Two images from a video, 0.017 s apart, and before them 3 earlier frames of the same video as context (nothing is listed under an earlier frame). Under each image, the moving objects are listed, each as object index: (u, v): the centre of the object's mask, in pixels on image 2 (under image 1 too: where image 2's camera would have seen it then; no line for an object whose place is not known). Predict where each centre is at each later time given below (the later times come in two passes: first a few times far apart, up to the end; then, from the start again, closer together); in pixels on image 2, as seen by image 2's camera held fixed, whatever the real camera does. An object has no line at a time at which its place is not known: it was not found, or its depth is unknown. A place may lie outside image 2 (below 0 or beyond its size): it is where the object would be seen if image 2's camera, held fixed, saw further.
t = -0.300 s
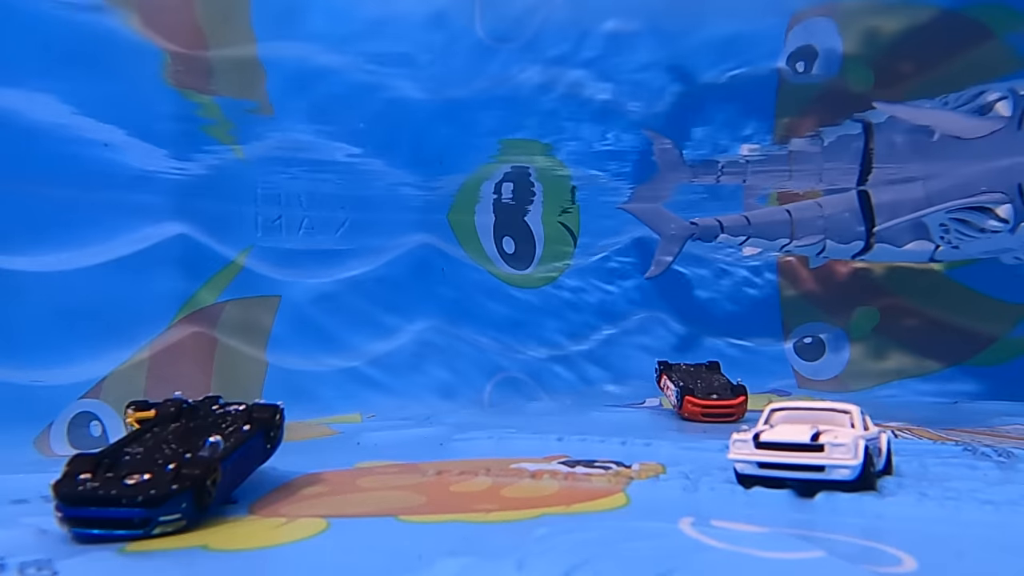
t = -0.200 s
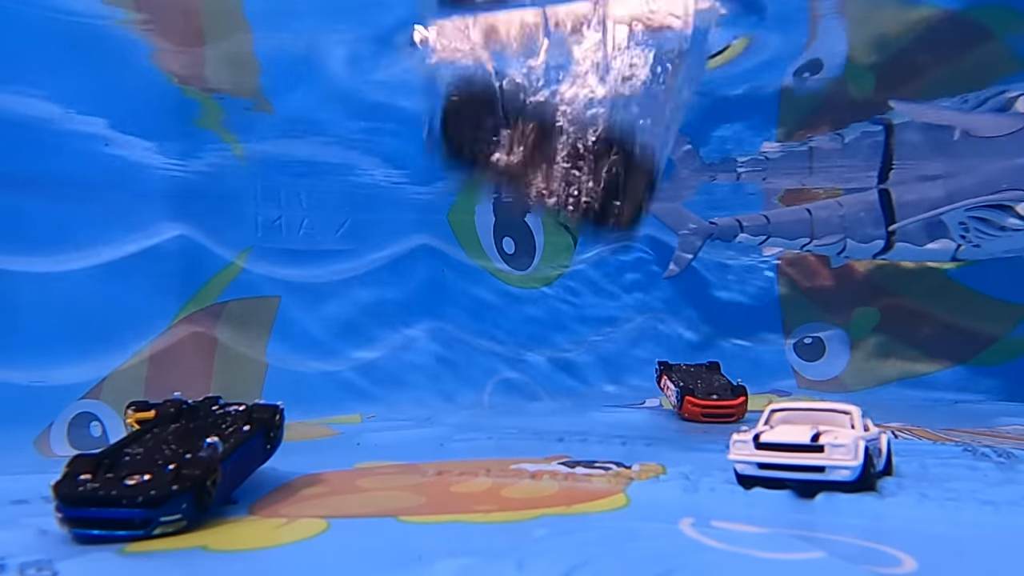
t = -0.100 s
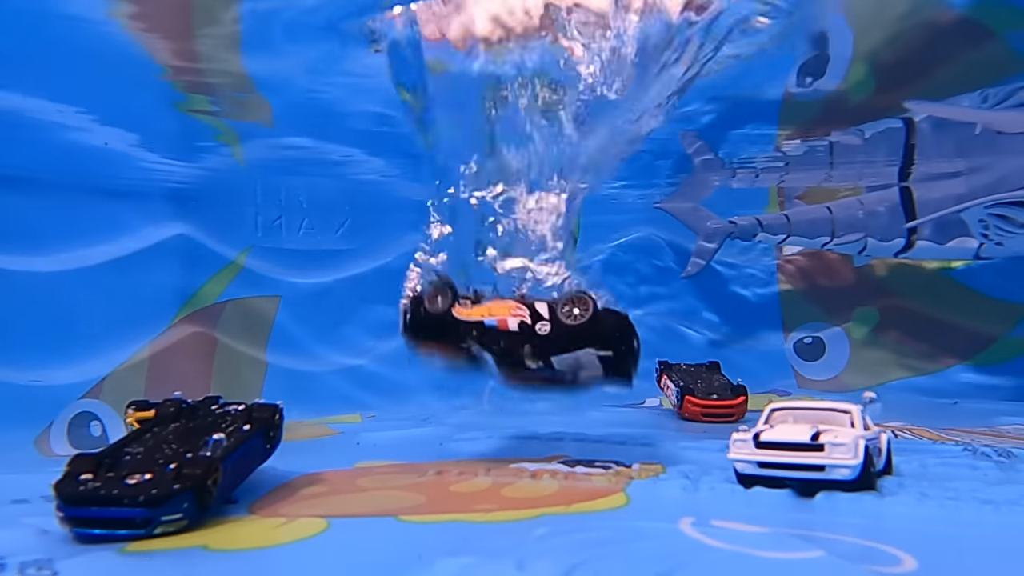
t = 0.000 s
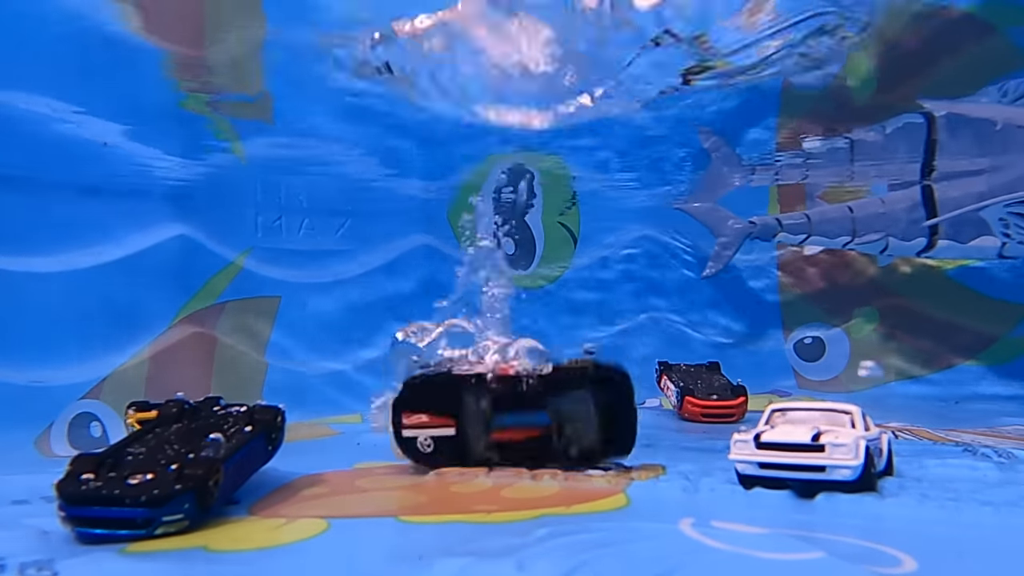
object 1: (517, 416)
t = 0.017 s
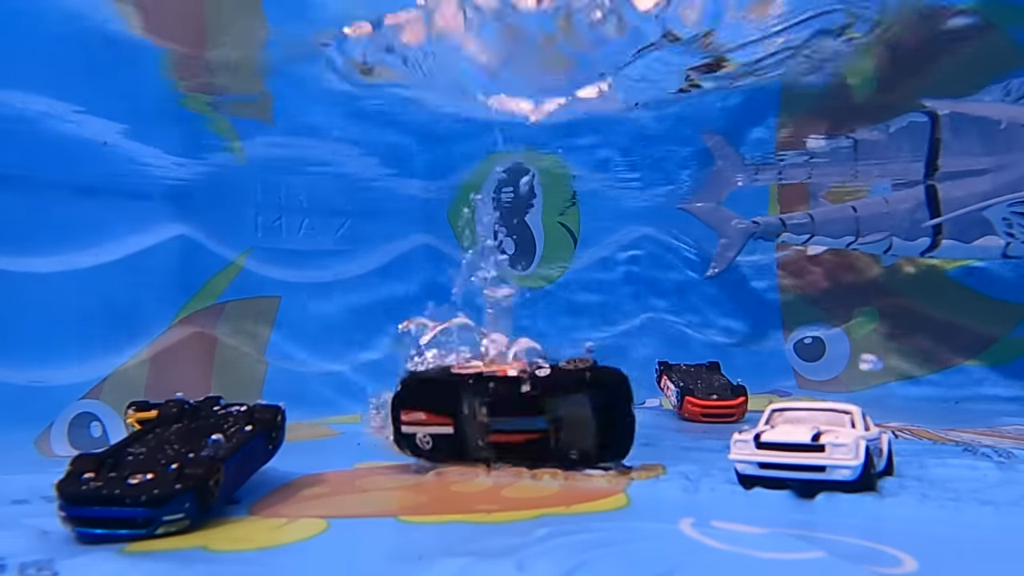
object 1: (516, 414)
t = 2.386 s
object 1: (345, 447)
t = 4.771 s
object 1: (355, 444)
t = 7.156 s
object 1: (355, 444)
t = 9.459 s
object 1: (356, 443)
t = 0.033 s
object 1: (515, 413)
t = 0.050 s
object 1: (514, 413)
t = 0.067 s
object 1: (511, 412)
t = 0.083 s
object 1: (510, 413)
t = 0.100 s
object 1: (508, 413)
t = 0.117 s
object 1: (506, 415)
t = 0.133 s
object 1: (504, 416)
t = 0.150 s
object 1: (503, 418)
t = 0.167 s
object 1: (501, 419)
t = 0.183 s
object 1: (499, 420)
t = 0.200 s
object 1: (497, 421)
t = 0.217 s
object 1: (495, 423)
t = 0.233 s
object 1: (493, 425)
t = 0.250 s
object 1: (491, 426)
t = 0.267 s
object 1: (488, 425)
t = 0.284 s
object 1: (488, 426)
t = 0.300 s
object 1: (486, 425)
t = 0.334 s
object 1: (483, 424)
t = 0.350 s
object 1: (481, 424)
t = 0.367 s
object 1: (479, 423)
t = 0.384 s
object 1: (479, 424)
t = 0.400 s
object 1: (477, 424)
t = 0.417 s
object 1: (475, 424)
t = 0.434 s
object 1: (472, 424)
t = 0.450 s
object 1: (470, 424)
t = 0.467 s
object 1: (468, 424)
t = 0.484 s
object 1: (466, 424)
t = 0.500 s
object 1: (464, 423)
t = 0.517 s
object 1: (462, 422)
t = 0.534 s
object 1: (460, 421)
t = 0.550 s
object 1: (458, 422)
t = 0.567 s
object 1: (456, 421)
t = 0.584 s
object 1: (454, 421)
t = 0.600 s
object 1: (452, 421)
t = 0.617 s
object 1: (451, 421)
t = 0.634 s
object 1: (449, 421)
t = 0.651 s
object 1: (447, 421)
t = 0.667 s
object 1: (445, 422)
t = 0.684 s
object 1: (443, 422)
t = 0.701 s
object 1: (441, 422)
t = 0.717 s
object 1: (438, 423)
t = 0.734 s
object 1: (436, 422)
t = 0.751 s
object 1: (433, 423)
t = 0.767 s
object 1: (431, 423)
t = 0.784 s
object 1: (429, 424)
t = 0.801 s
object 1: (427, 424)
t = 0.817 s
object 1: (426, 424)
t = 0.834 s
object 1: (424, 424)
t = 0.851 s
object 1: (422, 424)
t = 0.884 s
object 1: (420, 425)
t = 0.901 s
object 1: (419, 425)
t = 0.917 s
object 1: (417, 426)
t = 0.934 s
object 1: (415, 426)
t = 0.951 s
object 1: (414, 426)
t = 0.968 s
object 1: (412, 427)
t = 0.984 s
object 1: (410, 429)
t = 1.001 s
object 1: (408, 429)
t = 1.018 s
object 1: (406, 430)
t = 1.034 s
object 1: (404, 432)
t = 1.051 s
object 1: (401, 433)
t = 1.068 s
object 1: (399, 433)
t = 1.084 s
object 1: (396, 434)
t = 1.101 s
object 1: (393, 435)
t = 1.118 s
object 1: (391, 435)
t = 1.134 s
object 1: (387, 435)
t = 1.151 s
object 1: (385, 437)
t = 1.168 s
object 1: (381, 437)
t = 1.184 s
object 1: (378, 438)
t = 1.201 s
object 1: (376, 438)
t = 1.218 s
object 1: (367, 438)
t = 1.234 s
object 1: (365, 439)
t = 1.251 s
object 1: (363, 439)
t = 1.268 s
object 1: (360, 439)
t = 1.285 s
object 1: (360, 439)
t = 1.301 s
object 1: (358, 439)
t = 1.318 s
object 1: (357, 439)
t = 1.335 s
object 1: (356, 440)
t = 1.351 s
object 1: (355, 440)
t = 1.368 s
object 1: (355, 440)
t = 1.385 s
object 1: (354, 440)
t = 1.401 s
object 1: (353, 440)
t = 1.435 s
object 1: (351, 440)
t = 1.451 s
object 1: (350, 440)
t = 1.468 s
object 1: (349, 441)
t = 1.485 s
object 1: (348, 441)
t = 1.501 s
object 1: (348, 440)
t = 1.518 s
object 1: (347, 441)
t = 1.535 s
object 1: (347, 440)
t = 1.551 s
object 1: (346, 441)
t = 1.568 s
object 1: (345, 441)
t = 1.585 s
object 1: (345, 441)
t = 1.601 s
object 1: (344, 442)
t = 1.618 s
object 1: (344, 442)
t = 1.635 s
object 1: (344, 442)
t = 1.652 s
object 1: (343, 442)
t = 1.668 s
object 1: (343, 442)
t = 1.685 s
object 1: (342, 442)
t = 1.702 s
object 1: (342, 442)
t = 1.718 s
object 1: (342, 443)
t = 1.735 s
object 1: (342, 443)
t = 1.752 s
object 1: (341, 443)
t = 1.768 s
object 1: (342, 443)
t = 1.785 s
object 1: (342, 444)
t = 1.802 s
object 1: (341, 444)
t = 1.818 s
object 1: (342, 444)
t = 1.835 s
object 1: (342, 443)
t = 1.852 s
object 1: (341, 444)
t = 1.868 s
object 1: (341, 444)
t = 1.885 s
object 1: (342, 444)
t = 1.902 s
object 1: (342, 444)
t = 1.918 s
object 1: (342, 444)
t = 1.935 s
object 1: (342, 445)
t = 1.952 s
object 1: (342, 445)
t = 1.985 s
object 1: (342, 445)
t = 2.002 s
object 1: (342, 445)
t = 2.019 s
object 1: (342, 445)
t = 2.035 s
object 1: (342, 445)
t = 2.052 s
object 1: (342, 445)
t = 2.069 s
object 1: (342, 446)
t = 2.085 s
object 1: (343, 445)
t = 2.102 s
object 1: (343, 445)
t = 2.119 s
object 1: (343, 445)
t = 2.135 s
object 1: (343, 445)
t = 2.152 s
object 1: (343, 446)
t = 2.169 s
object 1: (343, 445)
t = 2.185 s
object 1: (343, 446)
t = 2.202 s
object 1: (344, 446)
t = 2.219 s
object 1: (344, 445)
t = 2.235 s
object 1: (344, 445)
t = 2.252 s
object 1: (344, 445)
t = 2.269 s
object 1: (344, 445)
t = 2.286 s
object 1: (344, 445)
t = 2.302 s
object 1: (344, 445)
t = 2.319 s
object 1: (344, 445)
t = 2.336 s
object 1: (344, 446)
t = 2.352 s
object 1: (345, 447)
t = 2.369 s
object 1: (345, 447)
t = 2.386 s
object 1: (345, 447)
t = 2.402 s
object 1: (345, 446)
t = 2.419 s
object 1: (345, 448)
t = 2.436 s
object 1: (346, 447)
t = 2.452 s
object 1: (346, 449)
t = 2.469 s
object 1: (346, 448)
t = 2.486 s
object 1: (346, 447)
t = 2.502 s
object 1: (346, 447)
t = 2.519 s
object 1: (346, 448)
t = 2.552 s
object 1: (347, 449)
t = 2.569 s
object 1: (347, 446)
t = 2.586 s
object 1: (348, 446)
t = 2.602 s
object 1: (348, 447)
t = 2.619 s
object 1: (348, 448)
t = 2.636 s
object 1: (349, 449)
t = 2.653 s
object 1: (349, 449)
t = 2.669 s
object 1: (349, 449)
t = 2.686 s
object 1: (350, 448)
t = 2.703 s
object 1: (350, 448)
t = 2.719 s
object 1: (351, 448)
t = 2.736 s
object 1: (351, 448)
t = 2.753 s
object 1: (351, 448)
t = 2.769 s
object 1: (352, 448)
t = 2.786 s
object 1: (352, 448)
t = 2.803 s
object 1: (352, 448)
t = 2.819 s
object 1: (353, 447)
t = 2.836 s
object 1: (353, 447)
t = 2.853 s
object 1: (353, 447)
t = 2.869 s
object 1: (353, 446)
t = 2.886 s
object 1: (353, 446)
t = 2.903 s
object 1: (354, 446)
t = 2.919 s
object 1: (354, 446)
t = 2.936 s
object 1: (354, 446)
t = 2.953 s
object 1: (354, 445)
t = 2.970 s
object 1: (354, 446)
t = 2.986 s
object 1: (354, 445)
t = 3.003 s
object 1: (354, 446)
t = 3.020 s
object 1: (354, 445)
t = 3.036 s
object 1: (354, 446)
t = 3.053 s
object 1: (354, 446)
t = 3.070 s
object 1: (354, 446)
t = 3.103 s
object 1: (354, 445)
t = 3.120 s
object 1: (354, 445)
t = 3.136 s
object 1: (354, 444)
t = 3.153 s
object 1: (354, 444)
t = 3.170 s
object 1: (354, 445)
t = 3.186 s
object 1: (354, 445)
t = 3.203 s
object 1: (354, 445)
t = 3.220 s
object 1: (354, 445)
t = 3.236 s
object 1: (354, 445)
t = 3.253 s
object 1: (354, 445)
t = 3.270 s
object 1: (354, 444)
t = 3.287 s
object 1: (354, 445)
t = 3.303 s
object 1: (354, 445)
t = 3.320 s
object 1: (354, 445)
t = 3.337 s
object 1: (354, 445)
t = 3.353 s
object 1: (354, 445)
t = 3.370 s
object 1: (354, 446)
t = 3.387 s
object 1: (354, 445)
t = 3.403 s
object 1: (355, 446)
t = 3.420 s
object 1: (355, 444)
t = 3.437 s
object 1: (354, 445)
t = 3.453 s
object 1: (354, 445)
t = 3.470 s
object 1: (354, 445)
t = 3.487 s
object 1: (354, 445)
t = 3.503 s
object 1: (355, 445)
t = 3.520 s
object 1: (355, 445)
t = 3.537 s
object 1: (355, 445)
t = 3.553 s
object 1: (355, 444)
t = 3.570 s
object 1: (355, 444)
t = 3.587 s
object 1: (355, 444)
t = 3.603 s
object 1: (355, 443)
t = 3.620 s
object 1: (355, 444)
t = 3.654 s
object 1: (355, 443)
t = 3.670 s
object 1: (355, 443)
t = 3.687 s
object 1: (355, 443)
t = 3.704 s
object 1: (355, 443)
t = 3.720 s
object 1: (355, 443)
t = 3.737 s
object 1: (355, 443)
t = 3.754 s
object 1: (355, 443)
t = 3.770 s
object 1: (355, 443)
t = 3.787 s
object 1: (355, 443)
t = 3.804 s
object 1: (355, 443)
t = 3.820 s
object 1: (355, 444)
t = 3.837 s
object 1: (355, 443)
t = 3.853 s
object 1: (355, 444)
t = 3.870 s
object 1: (355, 444)
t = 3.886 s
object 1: (355, 444)
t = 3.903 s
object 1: (355, 444)
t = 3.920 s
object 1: (355, 444)
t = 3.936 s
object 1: (355, 444)
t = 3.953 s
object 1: (355, 444)
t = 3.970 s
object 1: (355, 444)
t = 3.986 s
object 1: (355, 444)
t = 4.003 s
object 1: (355, 444)
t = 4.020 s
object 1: (355, 444)
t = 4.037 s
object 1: (355, 444)
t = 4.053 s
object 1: (355, 444)
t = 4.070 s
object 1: (355, 444)
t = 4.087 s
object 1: (355, 444)
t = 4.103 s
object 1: (355, 444)
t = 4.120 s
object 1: (355, 444)
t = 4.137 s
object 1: (355, 444)
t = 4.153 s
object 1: (355, 444)
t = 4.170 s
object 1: (355, 444)
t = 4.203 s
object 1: (355, 444)
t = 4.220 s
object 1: (355, 444)
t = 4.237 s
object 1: (355, 444)
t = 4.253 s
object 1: (355, 444)
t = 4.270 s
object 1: (355, 444)
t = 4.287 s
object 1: (355, 444)
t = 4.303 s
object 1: (355, 444)
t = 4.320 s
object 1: (355, 444)
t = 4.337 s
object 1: (355, 444)
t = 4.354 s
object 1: (355, 444)
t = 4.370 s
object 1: (355, 444)
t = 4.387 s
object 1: (355, 444)
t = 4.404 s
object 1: (355, 444)
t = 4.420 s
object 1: (355, 444)
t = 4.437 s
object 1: (355, 444)
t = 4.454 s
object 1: (355, 444)
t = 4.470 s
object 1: (355, 444)
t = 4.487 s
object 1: (355, 443)
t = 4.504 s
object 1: (355, 443)
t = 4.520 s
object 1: (355, 444)
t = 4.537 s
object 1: (355, 444)
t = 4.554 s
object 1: (355, 444)
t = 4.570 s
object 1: (355, 444)
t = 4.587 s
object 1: (355, 444)
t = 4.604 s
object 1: (355, 444)
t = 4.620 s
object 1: (355, 443)
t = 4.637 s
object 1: (355, 444)
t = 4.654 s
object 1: (355, 444)
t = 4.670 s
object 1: (355, 444)
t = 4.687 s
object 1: (355, 443)
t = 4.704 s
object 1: (355, 443)
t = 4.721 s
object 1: (355, 443)
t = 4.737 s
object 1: (355, 444)
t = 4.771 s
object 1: (355, 444)
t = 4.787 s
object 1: (355, 444)
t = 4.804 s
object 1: (355, 444)
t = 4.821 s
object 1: (355, 444)
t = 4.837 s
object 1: (355, 444)
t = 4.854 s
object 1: (355, 444)
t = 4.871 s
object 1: (355, 444)
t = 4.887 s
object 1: (355, 444)
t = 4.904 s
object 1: (355, 444)
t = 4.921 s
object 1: (355, 444)
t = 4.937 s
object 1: (355, 444)
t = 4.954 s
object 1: (355, 444)
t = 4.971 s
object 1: (355, 444)
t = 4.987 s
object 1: (355, 444)
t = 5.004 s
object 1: (355, 444)
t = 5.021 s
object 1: (355, 444)
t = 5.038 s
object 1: (355, 443)
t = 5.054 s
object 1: (355, 444)
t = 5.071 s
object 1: (355, 444)
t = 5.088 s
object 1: (355, 443)
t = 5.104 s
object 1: (355, 443)
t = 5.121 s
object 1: (355, 444)
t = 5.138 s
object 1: (355, 444)
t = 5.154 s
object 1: (355, 444)
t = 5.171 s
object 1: (355, 444)
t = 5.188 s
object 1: (355, 444)
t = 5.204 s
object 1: (355, 444)
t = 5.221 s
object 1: (355, 444)
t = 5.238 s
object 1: (356, 443)
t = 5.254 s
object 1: (355, 444)
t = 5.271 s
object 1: (355, 444)
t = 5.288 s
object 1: (355, 444)
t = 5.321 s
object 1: (355, 444)
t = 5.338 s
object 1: (355, 444)
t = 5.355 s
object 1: (355, 444)
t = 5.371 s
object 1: (355, 444)
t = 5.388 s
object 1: (355, 444)
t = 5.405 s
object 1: (355, 444)
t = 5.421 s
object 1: (355, 444)
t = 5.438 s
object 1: (355, 444)
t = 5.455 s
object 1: (355, 444)
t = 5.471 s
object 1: (355, 444)
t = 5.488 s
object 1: (355, 444)
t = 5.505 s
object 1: (355, 444)
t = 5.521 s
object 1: (355, 444)
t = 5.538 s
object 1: (355, 444)
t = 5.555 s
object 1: (355, 444)
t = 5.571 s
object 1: (355, 444)
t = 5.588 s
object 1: (355, 444)
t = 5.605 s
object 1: (355, 444)
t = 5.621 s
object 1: (355, 444)
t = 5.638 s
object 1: (355, 444)
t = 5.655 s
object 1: (355, 444)
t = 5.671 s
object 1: (356, 444)
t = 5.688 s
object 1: (355, 444)
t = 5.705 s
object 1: (355, 444)
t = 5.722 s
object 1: (355, 444)
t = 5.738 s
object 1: (355, 444)
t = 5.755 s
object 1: (355, 444)
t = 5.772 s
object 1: (355, 444)
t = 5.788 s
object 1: (355, 444)
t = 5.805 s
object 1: (355, 444)
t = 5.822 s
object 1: (355, 444)
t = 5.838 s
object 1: (355, 444)
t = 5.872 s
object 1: (355, 444)
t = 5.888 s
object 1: (355, 444)
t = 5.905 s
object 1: (355, 444)
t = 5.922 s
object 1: (355, 444)
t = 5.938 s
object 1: (355, 444)
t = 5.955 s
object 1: (355, 444)
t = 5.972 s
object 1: (355, 444)
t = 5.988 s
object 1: (355, 444)
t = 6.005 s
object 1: (356, 444)
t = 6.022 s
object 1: (355, 444)
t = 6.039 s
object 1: (355, 444)
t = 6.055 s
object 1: (355, 444)
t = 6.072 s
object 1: (355, 444)
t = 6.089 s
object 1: (355, 444)
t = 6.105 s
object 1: (355, 444)
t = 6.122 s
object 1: (355, 444)
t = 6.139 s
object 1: (355, 444)
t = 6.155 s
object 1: (355, 444)
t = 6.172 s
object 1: (355, 444)
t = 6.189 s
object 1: (355, 444)
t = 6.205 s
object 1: (355, 444)
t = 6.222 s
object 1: (355, 444)
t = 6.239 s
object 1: (355, 444)
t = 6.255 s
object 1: (355, 444)
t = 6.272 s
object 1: (355, 444)
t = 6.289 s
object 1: (355, 444)
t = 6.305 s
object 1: (355, 444)
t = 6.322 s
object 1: (355, 444)
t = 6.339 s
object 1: (355, 444)
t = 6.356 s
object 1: (355, 444)
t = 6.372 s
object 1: (355, 444)
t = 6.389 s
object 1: (355, 444)
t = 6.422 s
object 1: (355, 444)
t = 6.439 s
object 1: (355, 444)
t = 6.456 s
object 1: (355, 444)
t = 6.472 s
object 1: (355, 444)
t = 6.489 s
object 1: (355, 444)
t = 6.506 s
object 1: (356, 443)
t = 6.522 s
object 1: (355, 444)
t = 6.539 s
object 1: (355, 444)
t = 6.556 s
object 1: (355, 444)
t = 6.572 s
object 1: (355, 444)
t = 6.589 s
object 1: (355, 444)
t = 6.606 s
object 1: (355, 444)
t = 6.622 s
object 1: (355, 444)
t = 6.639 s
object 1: (355, 444)
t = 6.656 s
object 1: (355, 444)
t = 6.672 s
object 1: (355, 444)
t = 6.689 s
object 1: (355, 443)
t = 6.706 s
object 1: (355, 443)
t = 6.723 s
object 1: (355, 444)
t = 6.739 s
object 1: (355, 443)
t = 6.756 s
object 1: (355, 444)
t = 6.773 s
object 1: (355, 444)
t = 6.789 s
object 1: (355, 444)
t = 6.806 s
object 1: (355, 444)
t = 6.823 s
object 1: (355, 444)
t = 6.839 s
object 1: (355, 444)
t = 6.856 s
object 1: (355, 444)
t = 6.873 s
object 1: (355, 444)
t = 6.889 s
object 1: (355, 444)
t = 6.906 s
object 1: (356, 443)
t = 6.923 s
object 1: (355, 444)
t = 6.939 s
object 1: (356, 443)
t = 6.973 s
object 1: (356, 444)
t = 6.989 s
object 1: (356, 444)
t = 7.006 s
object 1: (356, 444)
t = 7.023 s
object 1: (356, 444)
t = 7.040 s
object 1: (355, 444)
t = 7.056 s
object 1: (355, 444)
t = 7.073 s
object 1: (355, 444)
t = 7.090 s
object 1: (356, 444)
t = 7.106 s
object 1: (356, 444)
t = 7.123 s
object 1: (355, 444)
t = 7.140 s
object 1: (355, 444)
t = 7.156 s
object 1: (355, 444)
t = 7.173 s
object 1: (355, 444)
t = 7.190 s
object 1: (355, 444)
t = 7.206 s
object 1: (355, 444)
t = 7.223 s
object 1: (355, 444)
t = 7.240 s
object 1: (355, 444)
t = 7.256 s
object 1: (355, 444)
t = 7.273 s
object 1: (355, 444)
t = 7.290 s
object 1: (355, 444)
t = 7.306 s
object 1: (355, 444)
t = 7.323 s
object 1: (355, 444)
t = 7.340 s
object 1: (355, 444)
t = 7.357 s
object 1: (355, 444)
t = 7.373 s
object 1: (355, 444)
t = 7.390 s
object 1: (355, 444)
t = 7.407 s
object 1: (355, 444)
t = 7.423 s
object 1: (355, 444)
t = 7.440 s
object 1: (355, 444)
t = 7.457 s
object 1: (356, 443)
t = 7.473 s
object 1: (355, 444)
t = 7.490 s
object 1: (355, 444)
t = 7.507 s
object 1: (355, 444)
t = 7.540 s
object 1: (355, 444)
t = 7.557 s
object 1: (355, 444)
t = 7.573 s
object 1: (355, 444)
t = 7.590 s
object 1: (355, 444)
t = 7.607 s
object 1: (355, 444)
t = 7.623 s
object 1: (355, 444)
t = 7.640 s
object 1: (355, 444)
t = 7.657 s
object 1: (355, 444)
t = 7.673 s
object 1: (355, 444)
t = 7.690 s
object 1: (355, 444)
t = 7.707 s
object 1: (355, 444)
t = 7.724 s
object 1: (355, 444)
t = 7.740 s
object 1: (355, 444)
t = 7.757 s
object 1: (355, 444)
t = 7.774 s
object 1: (355, 444)
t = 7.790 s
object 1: (355, 444)
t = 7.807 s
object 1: (355, 444)
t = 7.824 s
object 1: (355, 444)
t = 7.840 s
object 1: (355, 444)
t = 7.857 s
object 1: (355, 444)
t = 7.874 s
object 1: (355, 444)
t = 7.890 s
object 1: (355, 444)
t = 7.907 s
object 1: (355, 444)
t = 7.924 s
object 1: (355, 444)
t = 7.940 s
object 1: (355, 444)
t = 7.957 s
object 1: (355, 444)
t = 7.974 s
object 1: (355, 444)
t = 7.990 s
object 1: (355, 444)
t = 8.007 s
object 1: (355, 444)
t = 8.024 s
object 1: (355, 444)
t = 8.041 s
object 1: (355, 444)
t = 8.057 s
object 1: (355, 444)
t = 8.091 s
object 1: (355, 444)
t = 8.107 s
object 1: (355, 444)
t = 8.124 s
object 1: (355, 444)
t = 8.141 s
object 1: (355, 444)
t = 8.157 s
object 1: (355, 444)
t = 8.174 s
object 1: (355, 444)
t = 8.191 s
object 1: (355, 444)
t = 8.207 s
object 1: (355, 444)
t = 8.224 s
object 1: (355, 444)
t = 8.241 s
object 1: (355, 444)
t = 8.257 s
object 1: (355, 444)
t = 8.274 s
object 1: (355, 444)
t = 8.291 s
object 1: (355, 444)
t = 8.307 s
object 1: (356, 443)
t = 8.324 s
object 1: (355, 444)
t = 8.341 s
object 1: (355, 444)
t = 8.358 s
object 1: (355, 444)
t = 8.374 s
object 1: (355, 444)
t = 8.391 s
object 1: (355, 444)
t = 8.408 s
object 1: (355, 444)
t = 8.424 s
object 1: (355, 444)
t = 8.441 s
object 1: (355, 444)
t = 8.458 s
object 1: (355, 444)
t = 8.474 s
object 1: (356, 443)
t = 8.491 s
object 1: (355, 444)
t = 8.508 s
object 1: (355, 444)
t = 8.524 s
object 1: (355, 444)
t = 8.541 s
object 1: (355, 444)
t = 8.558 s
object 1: (355, 444)
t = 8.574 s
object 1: (355, 444)
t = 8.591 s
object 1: (355, 444)
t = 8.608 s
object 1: (355, 444)
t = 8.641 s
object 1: (355, 444)
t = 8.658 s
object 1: (355, 444)
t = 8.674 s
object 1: (355, 444)
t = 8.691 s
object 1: (355, 444)
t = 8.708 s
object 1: (355, 444)
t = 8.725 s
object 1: (355, 444)
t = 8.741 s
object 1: (355, 444)
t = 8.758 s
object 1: (355, 444)
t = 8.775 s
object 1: (355, 444)
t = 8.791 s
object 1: (355, 444)
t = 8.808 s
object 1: (355, 444)
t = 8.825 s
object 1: (355, 444)
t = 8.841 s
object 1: (355, 444)
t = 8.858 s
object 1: (355, 444)
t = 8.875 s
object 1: (355, 444)
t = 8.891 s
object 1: (355, 444)
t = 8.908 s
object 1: (355, 444)
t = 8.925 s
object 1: (355, 444)
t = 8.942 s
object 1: (355, 443)
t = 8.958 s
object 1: (355, 444)
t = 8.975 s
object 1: (355, 444)
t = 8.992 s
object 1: (355, 444)
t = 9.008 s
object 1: (355, 444)
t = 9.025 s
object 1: (355, 444)
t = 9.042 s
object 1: (355, 444)
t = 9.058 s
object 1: (355, 444)
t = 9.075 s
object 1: (355, 444)
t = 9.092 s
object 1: (355, 444)
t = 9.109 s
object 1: (355, 444)
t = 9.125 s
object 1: (355, 444)
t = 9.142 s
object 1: (355, 444)
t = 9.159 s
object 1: (355, 444)
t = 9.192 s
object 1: (355, 444)
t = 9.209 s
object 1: (355, 444)
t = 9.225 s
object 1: (355, 444)
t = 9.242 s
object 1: (355, 444)
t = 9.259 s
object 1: (355, 444)
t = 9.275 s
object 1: (355, 444)
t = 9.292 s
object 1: (355, 444)
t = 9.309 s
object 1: (355, 444)
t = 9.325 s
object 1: (355, 444)
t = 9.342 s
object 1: (355, 444)
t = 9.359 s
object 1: (356, 443)
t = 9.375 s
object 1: (355, 444)
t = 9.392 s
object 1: (355, 444)
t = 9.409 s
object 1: (355, 443)
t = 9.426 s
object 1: (355, 443)
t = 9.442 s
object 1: (356, 443)
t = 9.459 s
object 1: (356, 443)
